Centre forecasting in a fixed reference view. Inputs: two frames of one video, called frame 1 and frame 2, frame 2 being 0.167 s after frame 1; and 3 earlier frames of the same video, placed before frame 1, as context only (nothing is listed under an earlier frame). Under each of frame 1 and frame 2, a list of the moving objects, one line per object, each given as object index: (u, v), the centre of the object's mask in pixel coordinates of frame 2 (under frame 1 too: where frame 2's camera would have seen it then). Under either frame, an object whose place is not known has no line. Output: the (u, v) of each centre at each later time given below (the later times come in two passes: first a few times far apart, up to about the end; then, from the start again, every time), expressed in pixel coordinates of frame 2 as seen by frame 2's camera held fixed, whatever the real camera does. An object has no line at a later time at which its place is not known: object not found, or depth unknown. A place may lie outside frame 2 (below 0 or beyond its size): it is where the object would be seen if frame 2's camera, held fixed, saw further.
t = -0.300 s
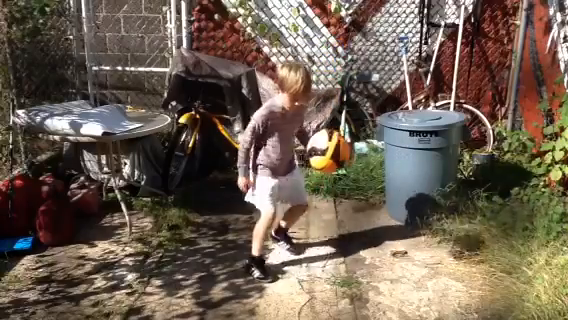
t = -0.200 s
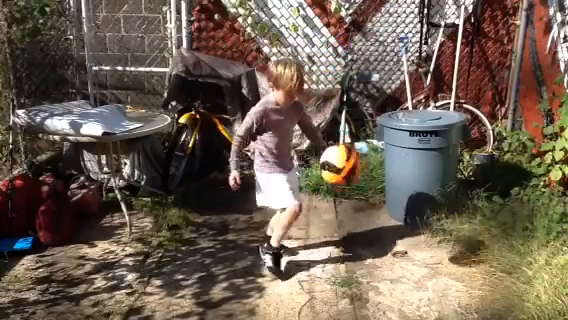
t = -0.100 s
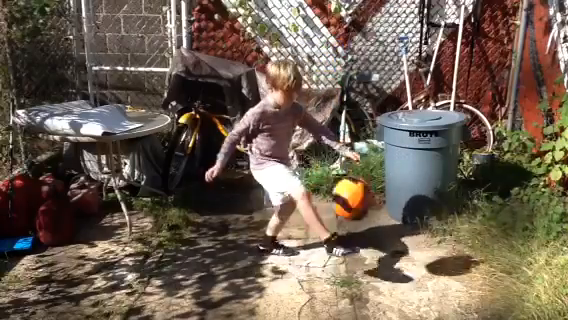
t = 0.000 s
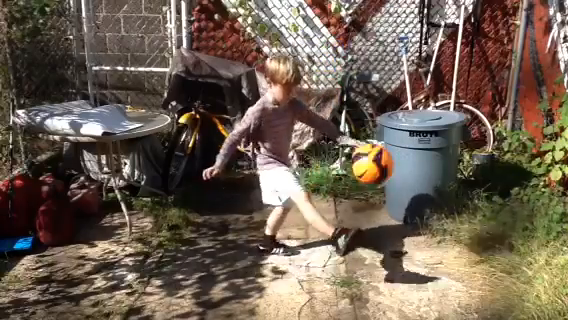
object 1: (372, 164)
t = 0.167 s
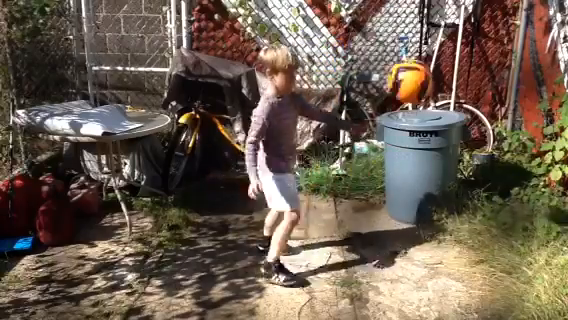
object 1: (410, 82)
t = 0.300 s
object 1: (436, 46)
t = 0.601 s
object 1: (484, 108)
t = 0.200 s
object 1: (417, 70)
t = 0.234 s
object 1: (423, 59)
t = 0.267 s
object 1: (428, 51)
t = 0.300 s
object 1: (436, 46)
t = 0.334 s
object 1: (443, 44)
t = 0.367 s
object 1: (450, 43)
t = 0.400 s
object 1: (457, 46)
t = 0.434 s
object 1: (461, 52)
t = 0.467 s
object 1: (466, 58)
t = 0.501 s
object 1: (471, 67)
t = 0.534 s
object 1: (475, 79)
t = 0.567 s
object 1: (477, 93)
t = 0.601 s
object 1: (484, 108)
